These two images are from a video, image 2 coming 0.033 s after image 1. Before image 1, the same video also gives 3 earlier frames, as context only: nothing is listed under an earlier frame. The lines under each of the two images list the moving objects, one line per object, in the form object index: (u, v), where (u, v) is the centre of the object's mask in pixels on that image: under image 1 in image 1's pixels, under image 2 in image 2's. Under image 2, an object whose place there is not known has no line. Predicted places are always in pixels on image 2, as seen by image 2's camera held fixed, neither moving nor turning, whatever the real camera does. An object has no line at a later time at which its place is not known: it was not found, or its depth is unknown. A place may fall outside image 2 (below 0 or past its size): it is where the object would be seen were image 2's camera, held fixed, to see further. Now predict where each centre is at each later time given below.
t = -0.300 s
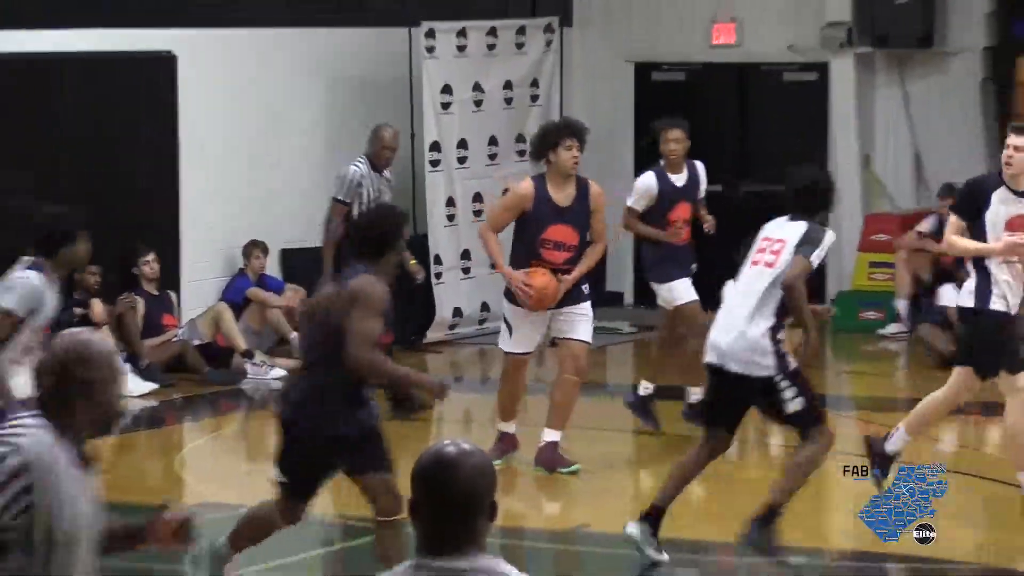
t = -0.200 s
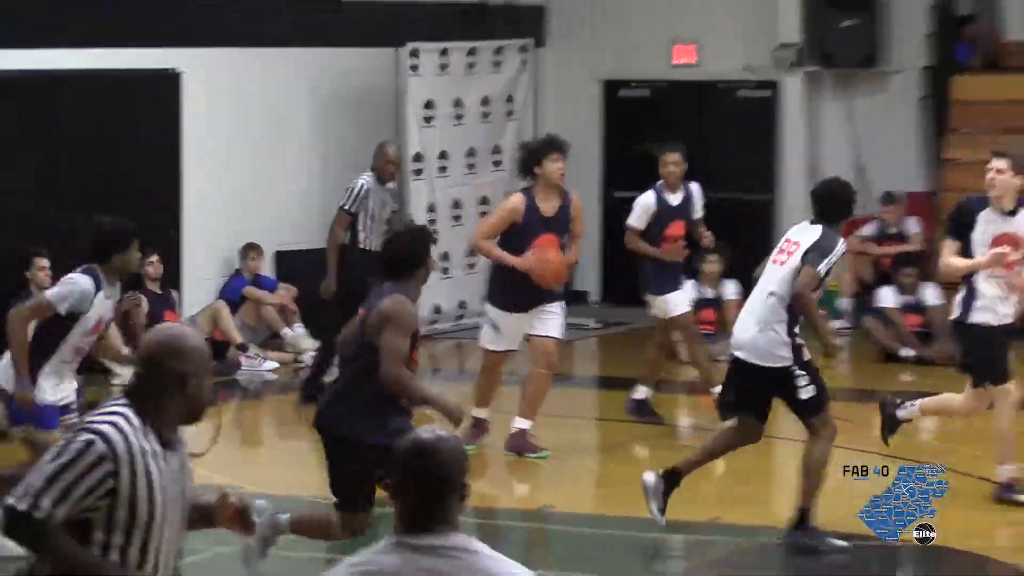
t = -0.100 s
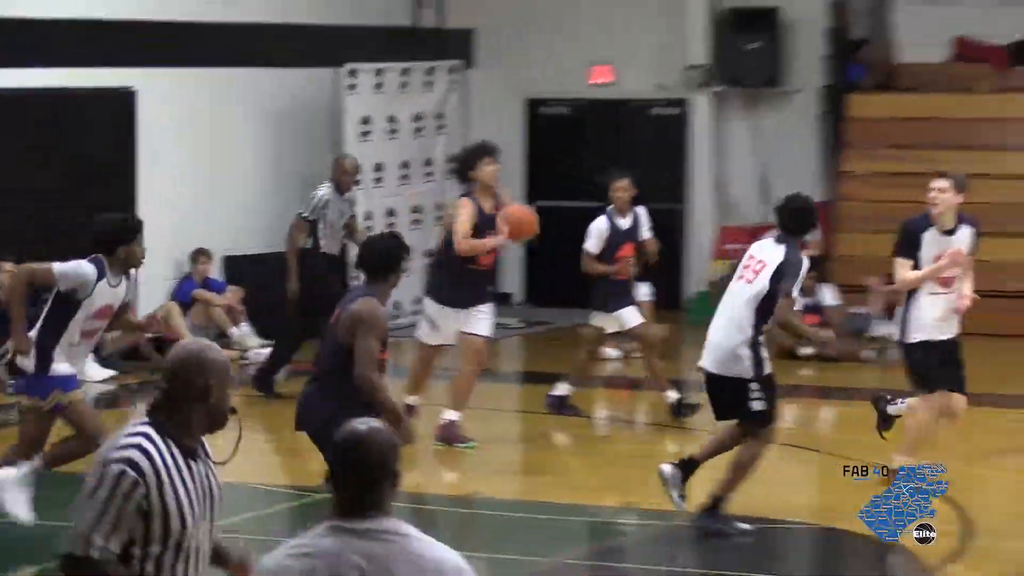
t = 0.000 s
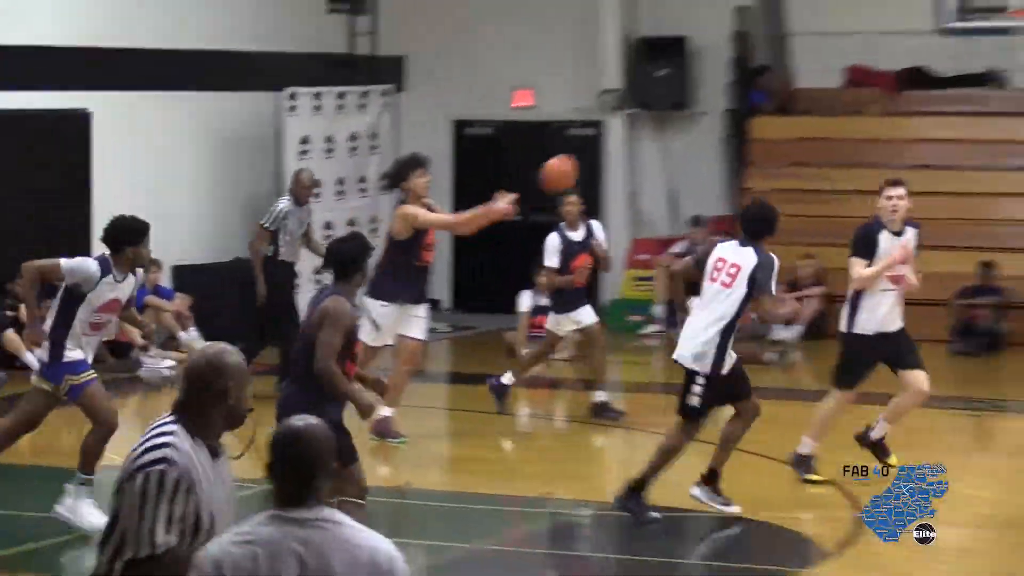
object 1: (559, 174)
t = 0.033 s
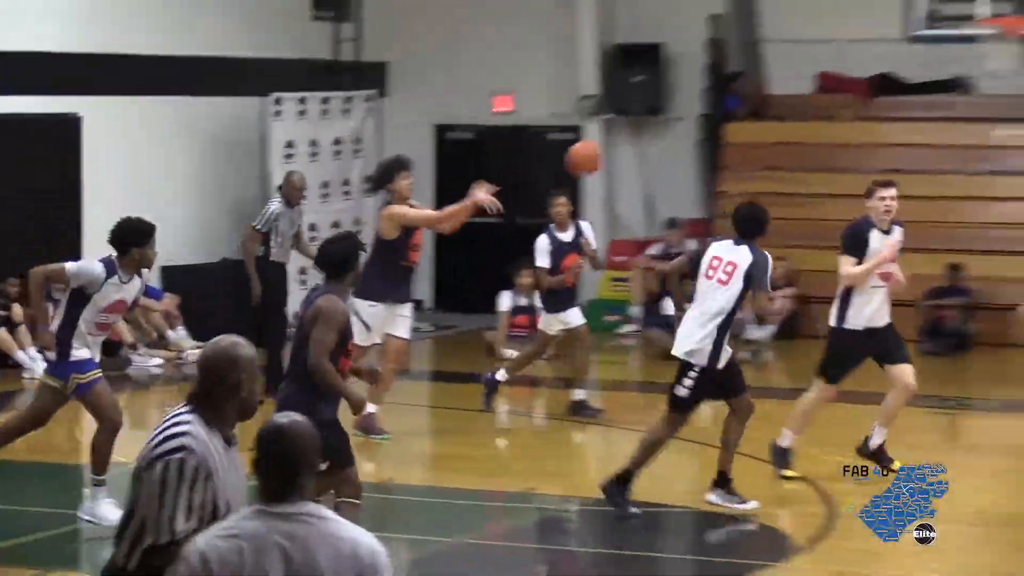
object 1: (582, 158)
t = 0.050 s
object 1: (610, 147)
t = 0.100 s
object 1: (682, 120)
